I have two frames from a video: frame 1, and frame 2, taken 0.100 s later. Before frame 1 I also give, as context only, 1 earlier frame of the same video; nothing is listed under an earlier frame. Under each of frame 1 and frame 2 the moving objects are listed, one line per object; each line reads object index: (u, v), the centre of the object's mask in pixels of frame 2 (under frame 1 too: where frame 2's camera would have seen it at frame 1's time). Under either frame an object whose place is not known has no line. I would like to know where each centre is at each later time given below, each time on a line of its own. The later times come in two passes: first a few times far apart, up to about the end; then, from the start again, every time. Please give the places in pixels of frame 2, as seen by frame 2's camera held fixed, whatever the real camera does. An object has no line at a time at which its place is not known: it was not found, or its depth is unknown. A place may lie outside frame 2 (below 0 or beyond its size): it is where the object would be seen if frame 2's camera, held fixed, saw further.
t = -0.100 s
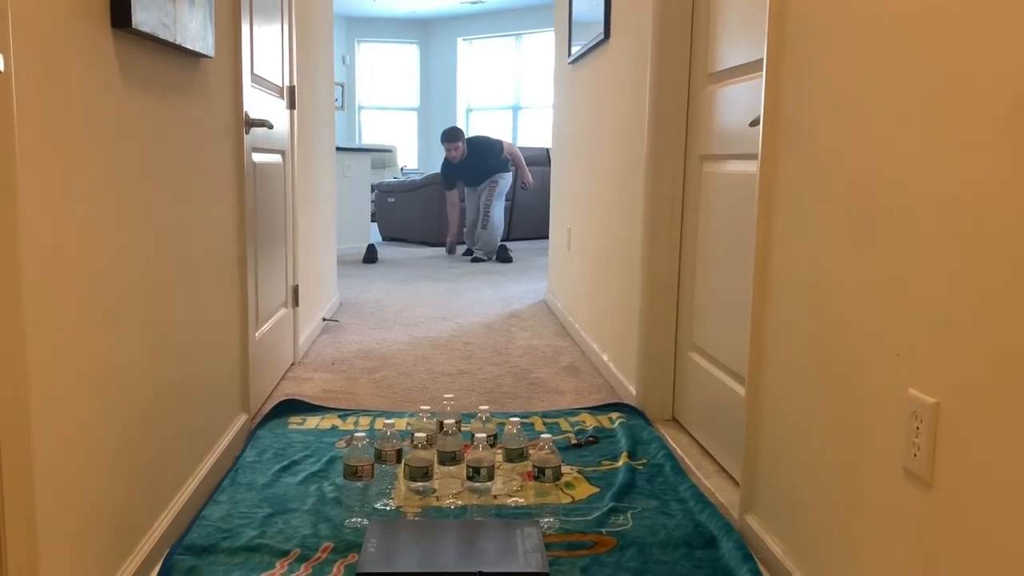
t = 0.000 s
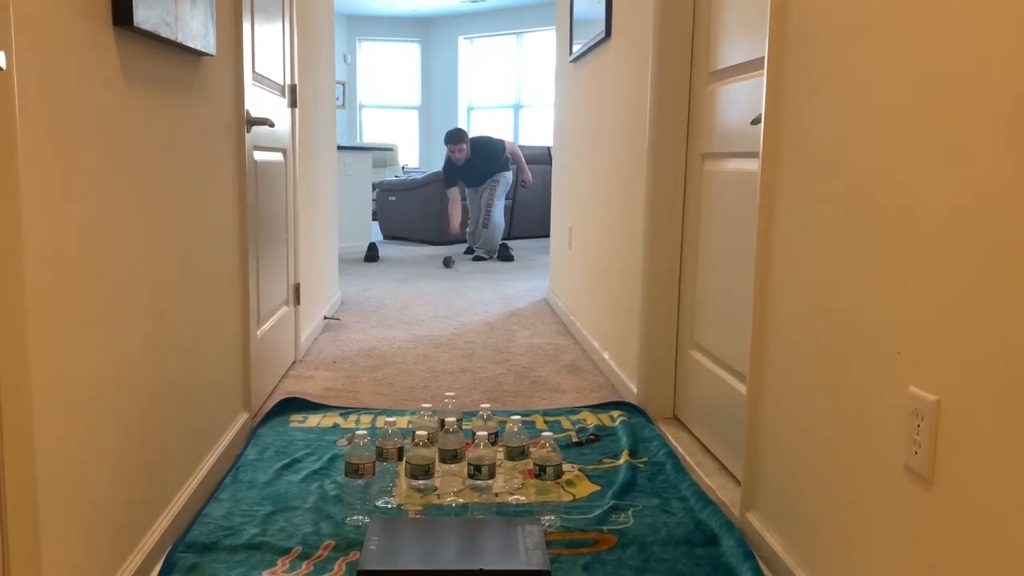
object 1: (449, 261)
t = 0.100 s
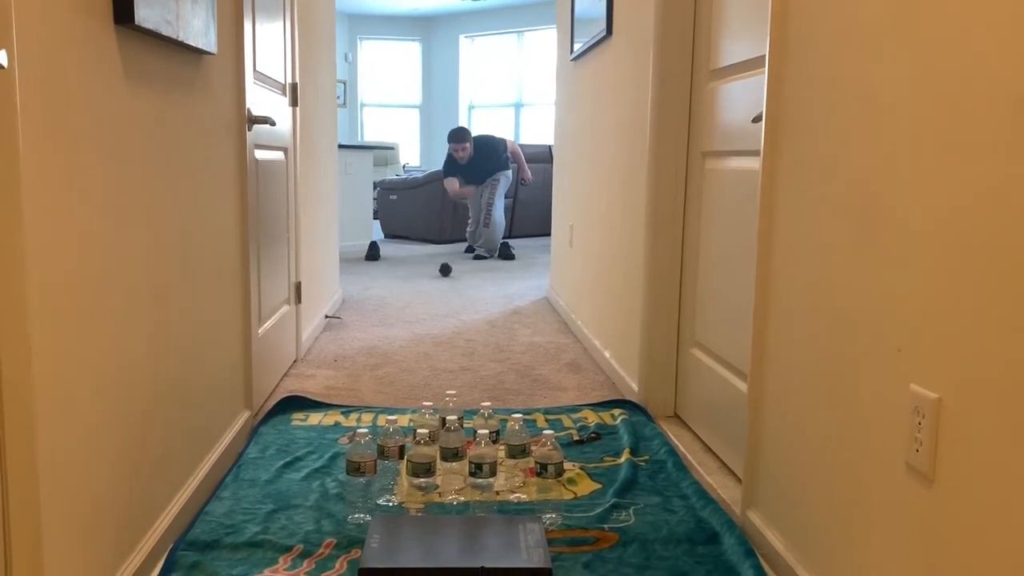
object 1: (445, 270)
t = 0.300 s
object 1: (437, 295)
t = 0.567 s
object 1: (421, 338)
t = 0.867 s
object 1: (389, 405)
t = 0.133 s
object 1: (443, 273)
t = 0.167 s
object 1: (442, 277)
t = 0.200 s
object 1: (441, 282)
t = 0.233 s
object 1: (439, 285)
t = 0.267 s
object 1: (438, 290)
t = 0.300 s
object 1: (437, 295)
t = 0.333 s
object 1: (435, 299)
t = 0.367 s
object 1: (434, 304)
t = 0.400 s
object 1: (432, 309)
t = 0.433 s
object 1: (430, 314)
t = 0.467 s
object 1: (428, 320)
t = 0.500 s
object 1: (425, 325)
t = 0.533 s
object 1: (423, 331)
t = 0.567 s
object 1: (421, 338)
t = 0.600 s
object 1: (418, 344)
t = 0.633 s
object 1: (415, 350)
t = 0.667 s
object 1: (411, 360)
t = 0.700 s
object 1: (408, 368)
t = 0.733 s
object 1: (404, 376)
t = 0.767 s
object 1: (401, 385)
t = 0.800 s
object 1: (397, 395)
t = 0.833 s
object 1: (393, 401)
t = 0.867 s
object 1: (389, 405)
